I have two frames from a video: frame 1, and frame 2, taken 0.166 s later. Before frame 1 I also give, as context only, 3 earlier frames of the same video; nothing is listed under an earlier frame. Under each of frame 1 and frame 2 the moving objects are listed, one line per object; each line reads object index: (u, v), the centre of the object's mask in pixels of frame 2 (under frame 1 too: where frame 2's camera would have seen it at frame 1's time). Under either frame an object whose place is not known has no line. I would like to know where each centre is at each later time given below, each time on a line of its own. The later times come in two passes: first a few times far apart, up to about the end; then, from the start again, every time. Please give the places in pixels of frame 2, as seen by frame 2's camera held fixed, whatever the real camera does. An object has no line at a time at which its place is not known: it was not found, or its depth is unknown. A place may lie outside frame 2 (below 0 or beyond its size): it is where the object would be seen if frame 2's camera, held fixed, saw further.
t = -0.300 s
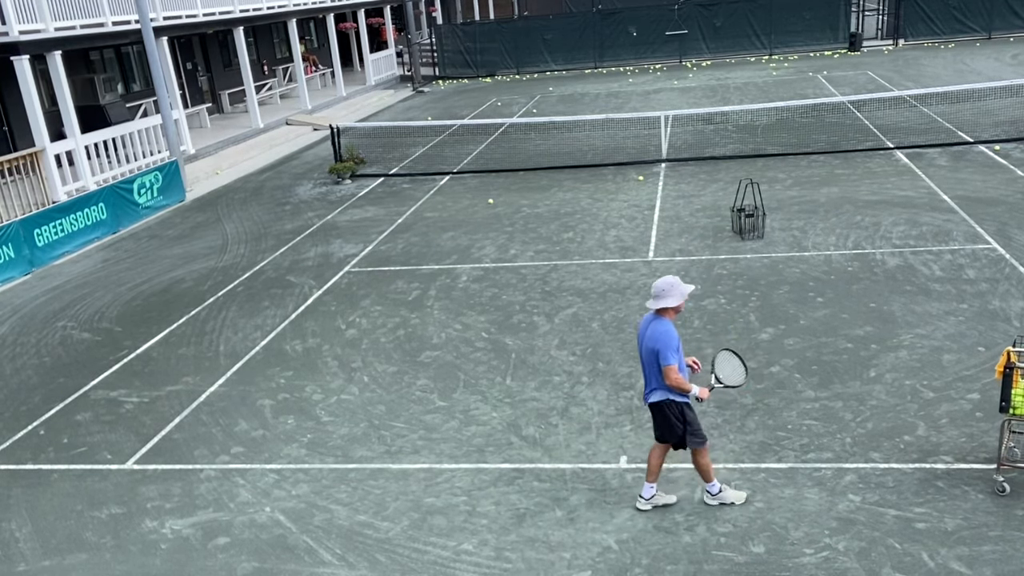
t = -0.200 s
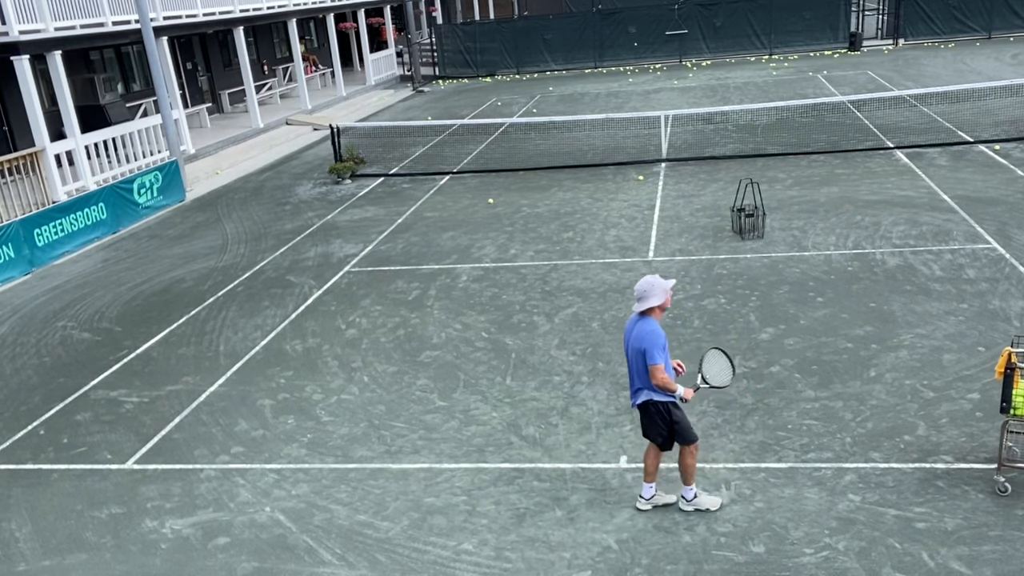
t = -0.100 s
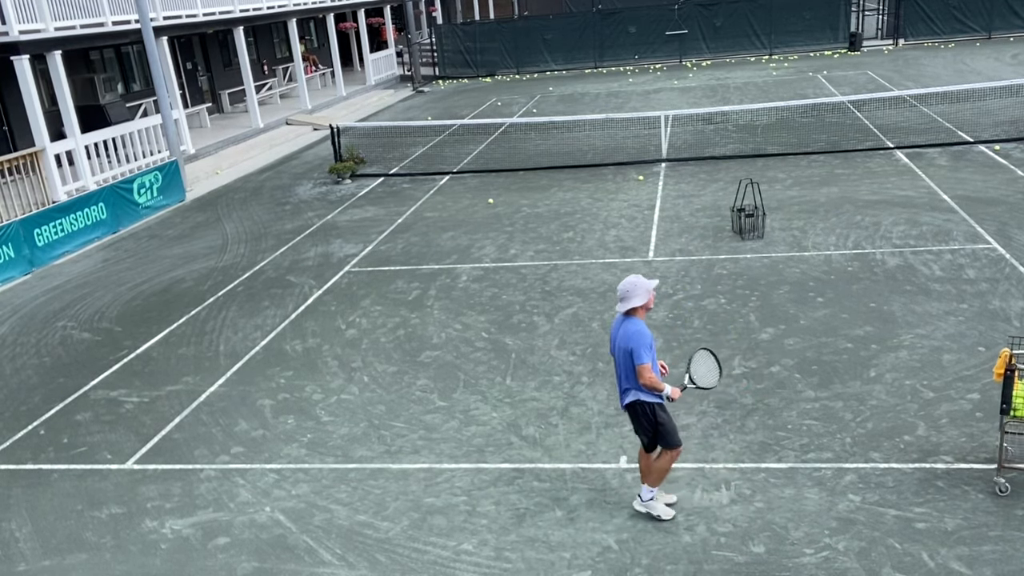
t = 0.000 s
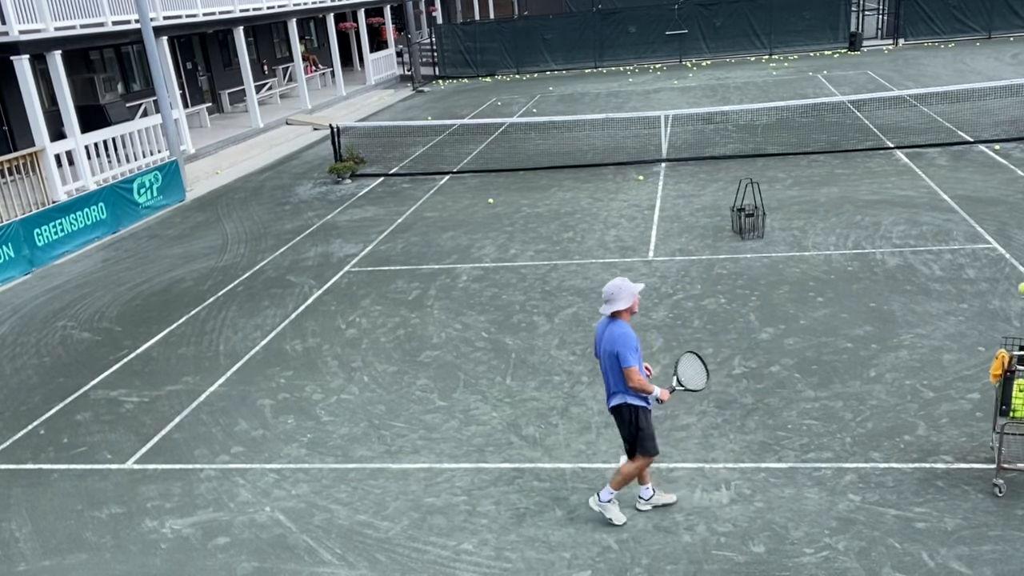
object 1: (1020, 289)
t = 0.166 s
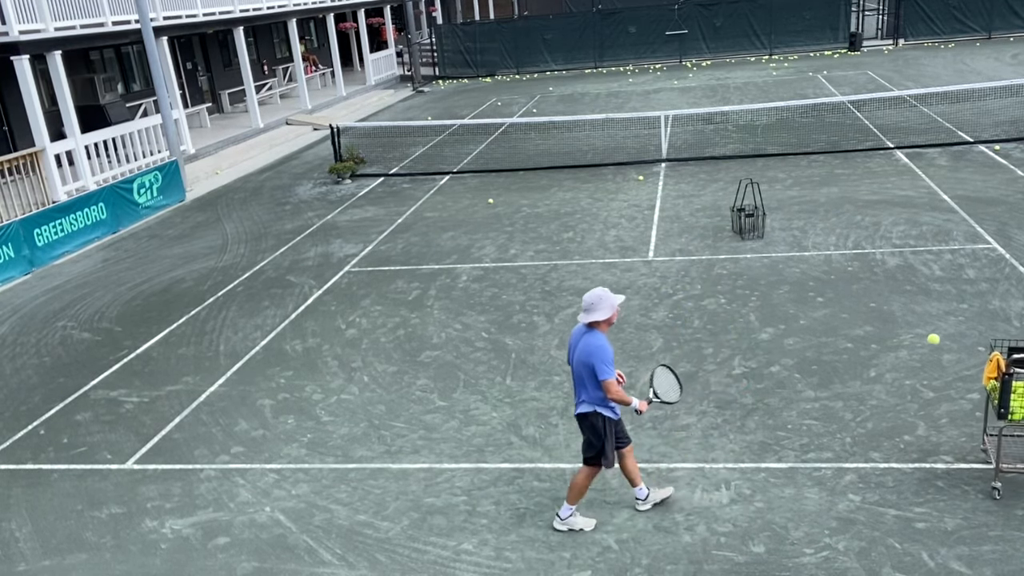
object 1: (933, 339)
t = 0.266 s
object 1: (879, 388)
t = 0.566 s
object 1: (754, 465)
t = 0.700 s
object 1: (715, 428)
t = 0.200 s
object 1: (915, 354)
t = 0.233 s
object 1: (897, 370)
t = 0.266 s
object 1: (879, 388)
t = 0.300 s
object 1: (863, 405)
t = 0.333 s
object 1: (845, 425)
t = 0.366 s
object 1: (829, 447)
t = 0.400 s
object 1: (813, 469)
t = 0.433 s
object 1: (796, 491)
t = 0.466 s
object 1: (781, 508)
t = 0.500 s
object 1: (773, 492)
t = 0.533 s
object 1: (763, 477)
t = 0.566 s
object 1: (754, 465)
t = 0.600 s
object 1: (744, 454)
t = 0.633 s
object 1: (734, 443)
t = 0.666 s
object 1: (725, 435)
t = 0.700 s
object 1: (715, 428)
